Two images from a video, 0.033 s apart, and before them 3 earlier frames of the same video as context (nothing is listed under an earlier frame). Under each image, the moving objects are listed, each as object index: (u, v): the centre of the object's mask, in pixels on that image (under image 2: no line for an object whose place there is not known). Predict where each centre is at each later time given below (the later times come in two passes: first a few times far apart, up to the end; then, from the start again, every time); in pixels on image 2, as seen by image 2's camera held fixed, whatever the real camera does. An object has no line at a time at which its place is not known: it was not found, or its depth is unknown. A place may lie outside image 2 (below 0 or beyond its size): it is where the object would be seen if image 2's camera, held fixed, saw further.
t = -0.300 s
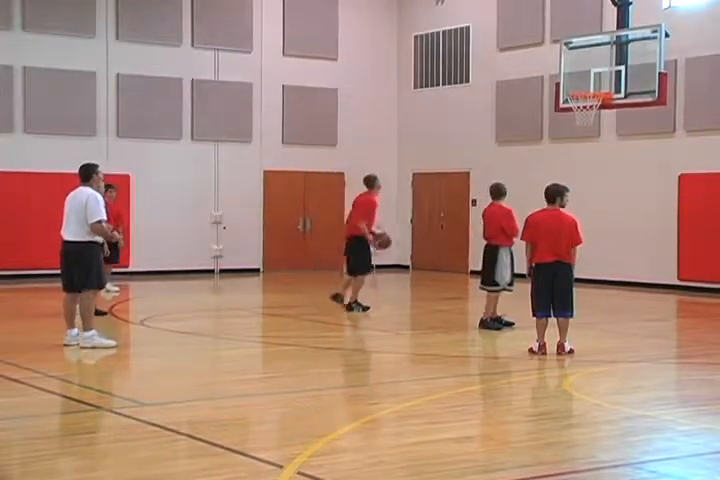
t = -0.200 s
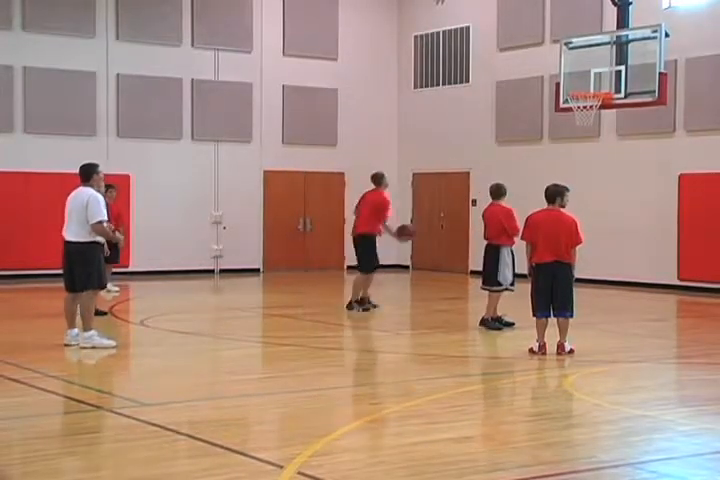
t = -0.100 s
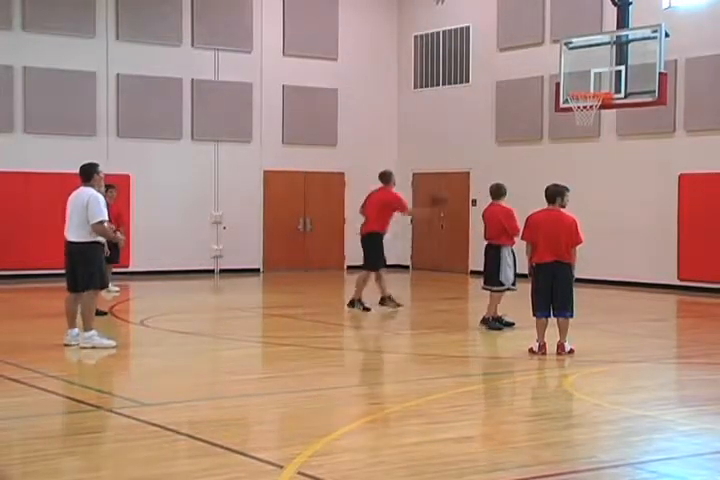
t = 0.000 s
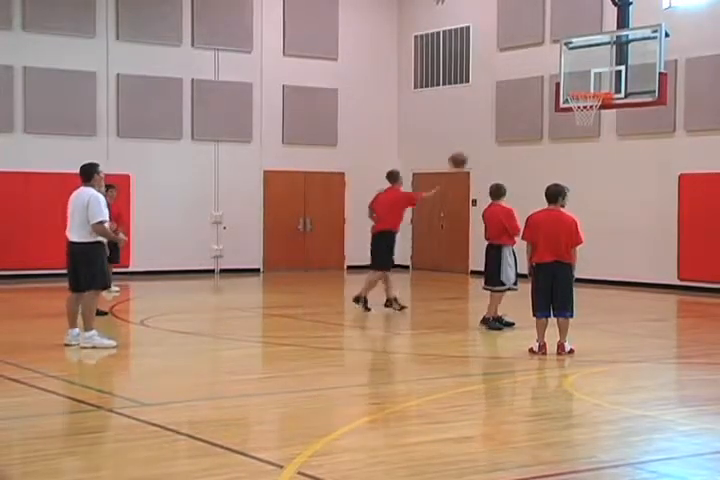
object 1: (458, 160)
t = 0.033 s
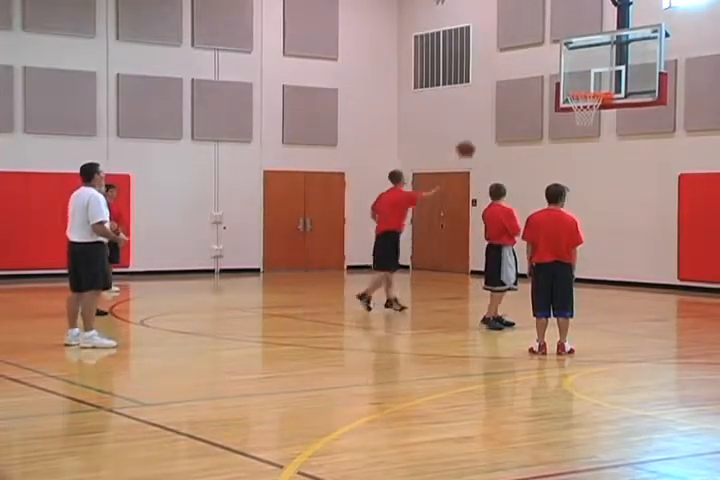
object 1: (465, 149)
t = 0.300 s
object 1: (522, 88)
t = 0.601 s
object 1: (564, 76)
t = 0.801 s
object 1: (533, 87)
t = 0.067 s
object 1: (473, 138)
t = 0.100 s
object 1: (480, 128)
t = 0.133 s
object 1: (487, 119)
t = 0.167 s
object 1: (494, 112)
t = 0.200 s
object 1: (501, 104)
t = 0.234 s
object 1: (508, 98)
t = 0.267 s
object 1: (515, 92)
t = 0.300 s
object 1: (522, 88)
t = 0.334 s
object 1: (529, 84)
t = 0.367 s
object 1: (536, 81)
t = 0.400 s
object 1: (542, 79)
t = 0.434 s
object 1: (549, 77)
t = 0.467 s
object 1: (555, 76)
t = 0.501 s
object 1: (562, 76)
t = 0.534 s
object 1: (568, 77)
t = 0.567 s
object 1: (568, 76)
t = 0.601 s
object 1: (564, 76)
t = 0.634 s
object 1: (559, 76)
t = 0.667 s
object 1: (554, 76)
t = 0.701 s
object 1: (548, 78)
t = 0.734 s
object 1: (543, 80)
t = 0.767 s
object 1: (539, 83)
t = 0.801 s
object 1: (533, 87)
